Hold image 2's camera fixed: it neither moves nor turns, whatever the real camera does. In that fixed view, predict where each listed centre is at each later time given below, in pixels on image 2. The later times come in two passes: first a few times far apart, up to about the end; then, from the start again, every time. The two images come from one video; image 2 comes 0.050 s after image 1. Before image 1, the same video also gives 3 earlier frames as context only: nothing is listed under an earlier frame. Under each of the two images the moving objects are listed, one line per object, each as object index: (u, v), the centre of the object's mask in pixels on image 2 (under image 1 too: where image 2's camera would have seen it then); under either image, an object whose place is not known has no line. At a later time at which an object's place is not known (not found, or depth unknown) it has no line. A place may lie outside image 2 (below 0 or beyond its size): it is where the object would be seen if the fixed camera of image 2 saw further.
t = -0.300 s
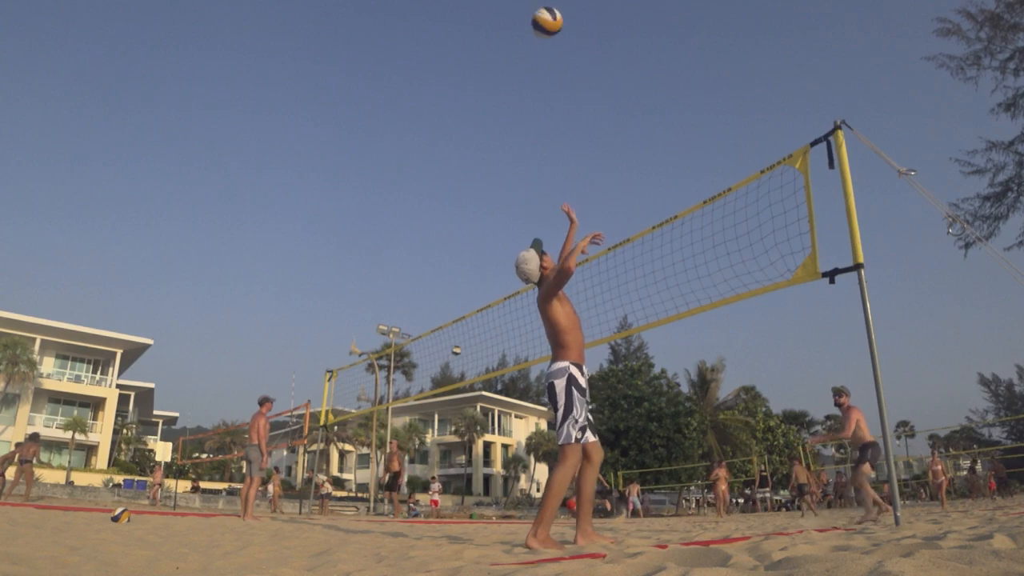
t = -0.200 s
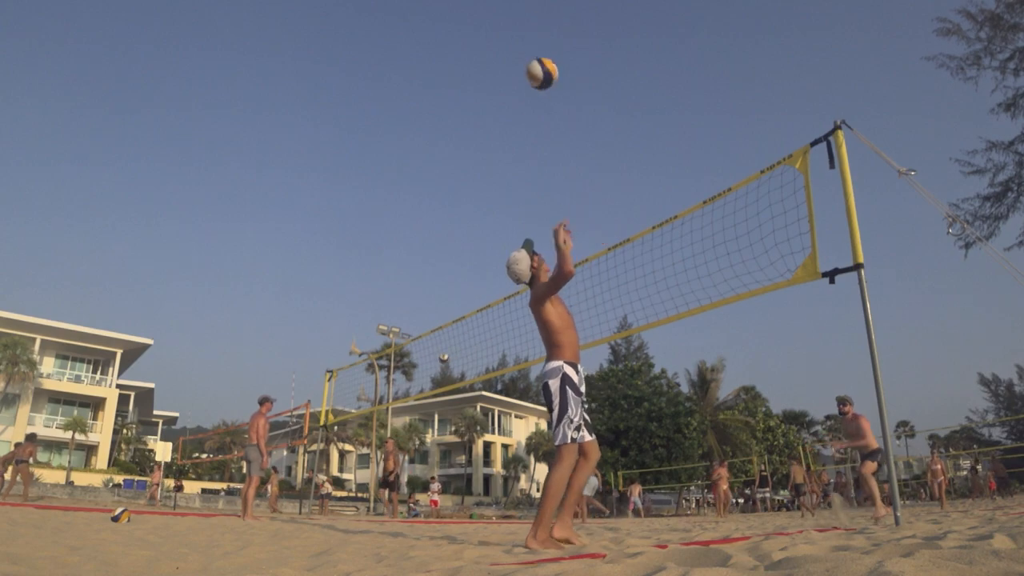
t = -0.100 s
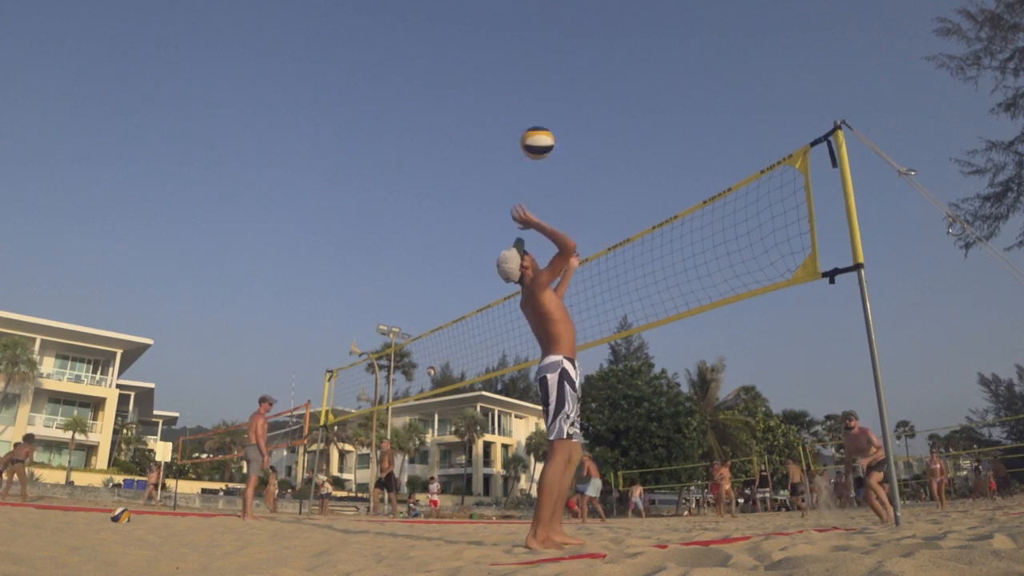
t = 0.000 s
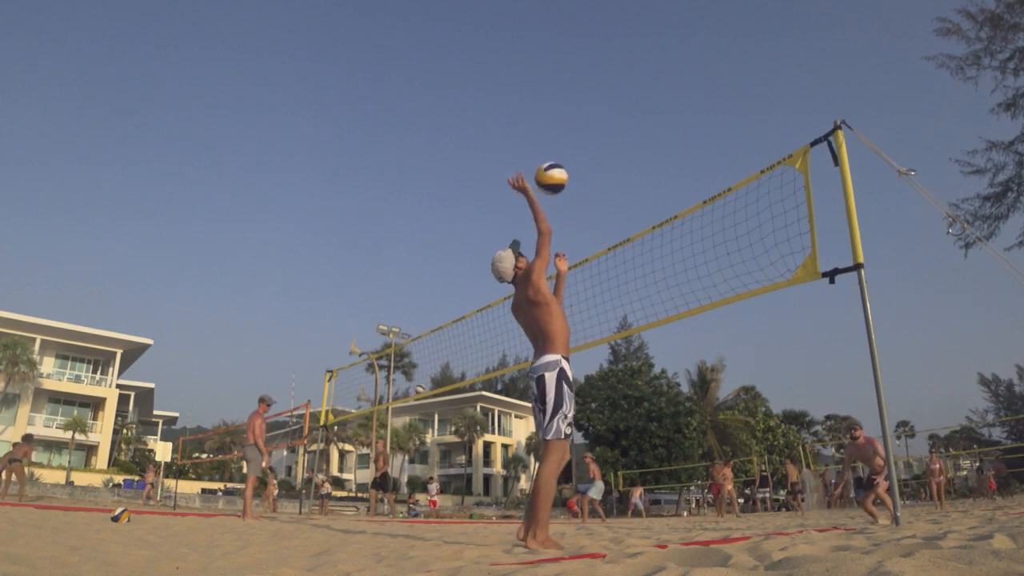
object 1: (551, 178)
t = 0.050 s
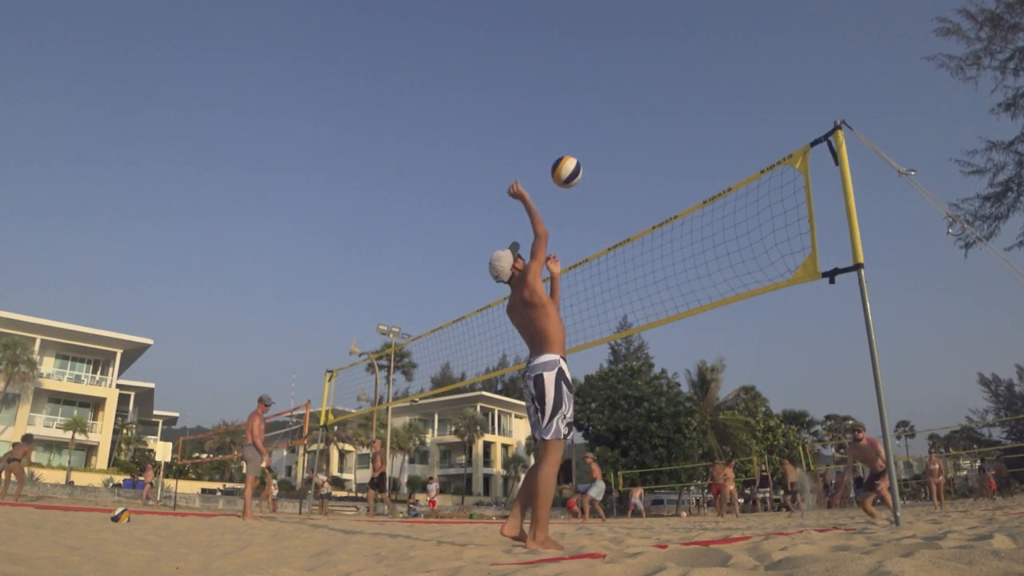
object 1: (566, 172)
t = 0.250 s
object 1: (616, 178)
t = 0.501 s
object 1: (665, 236)
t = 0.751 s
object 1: (706, 332)
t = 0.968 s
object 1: (737, 443)
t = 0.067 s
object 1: (571, 171)
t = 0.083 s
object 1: (576, 170)
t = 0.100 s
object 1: (580, 169)
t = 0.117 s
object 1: (585, 168)
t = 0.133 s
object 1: (589, 168)
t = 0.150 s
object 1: (593, 170)
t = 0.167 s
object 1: (597, 170)
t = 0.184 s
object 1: (601, 171)
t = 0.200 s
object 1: (605, 173)
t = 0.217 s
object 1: (609, 174)
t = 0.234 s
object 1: (612, 176)
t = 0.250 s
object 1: (616, 178)
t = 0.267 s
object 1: (620, 180)
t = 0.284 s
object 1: (624, 183)
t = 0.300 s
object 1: (627, 186)
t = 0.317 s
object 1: (630, 188)
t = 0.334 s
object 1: (634, 192)
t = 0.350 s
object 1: (637, 196)
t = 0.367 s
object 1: (640, 199)
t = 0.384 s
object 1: (644, 203)
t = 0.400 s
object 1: (647, 207)
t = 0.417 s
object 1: (650, 211)
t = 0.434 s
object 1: (653, 215)
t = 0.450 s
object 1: (656, 220)
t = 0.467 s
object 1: (659, 225)
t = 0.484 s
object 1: (662, 230)
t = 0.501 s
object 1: (665, 236)
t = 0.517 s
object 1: (668, 241)
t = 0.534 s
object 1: (671, 246)
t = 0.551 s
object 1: (674, 252)
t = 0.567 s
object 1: (677, 258)
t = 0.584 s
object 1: (679, 264)
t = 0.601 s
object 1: (682, 270)
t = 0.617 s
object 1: (685, 276)
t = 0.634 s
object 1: (688, 283)
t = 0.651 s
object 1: (691, 290)
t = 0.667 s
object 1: (693, 296)
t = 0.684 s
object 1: (695, 301)
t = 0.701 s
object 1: (699, 311)
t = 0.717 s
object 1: (702, 319)
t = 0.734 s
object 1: (704, 325)
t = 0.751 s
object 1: (706, 332)
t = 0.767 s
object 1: (709, 340)
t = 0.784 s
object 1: (711, 349)
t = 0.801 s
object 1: (714, 356)
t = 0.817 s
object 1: (716, 364)
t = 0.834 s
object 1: (719, 372)
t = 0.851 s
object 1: (721, 381)
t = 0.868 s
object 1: (724, 390)
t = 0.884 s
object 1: (725, 398)
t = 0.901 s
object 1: (729, 406)
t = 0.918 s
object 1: (730, 416)
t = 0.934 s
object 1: (733, 425)
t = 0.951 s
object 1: (735, 434)
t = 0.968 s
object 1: (737, 443)
